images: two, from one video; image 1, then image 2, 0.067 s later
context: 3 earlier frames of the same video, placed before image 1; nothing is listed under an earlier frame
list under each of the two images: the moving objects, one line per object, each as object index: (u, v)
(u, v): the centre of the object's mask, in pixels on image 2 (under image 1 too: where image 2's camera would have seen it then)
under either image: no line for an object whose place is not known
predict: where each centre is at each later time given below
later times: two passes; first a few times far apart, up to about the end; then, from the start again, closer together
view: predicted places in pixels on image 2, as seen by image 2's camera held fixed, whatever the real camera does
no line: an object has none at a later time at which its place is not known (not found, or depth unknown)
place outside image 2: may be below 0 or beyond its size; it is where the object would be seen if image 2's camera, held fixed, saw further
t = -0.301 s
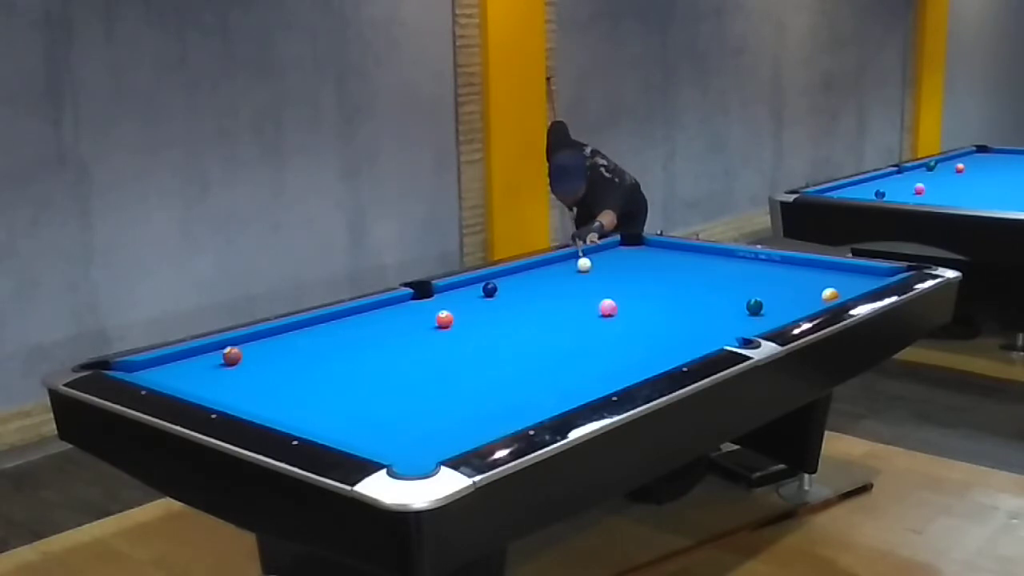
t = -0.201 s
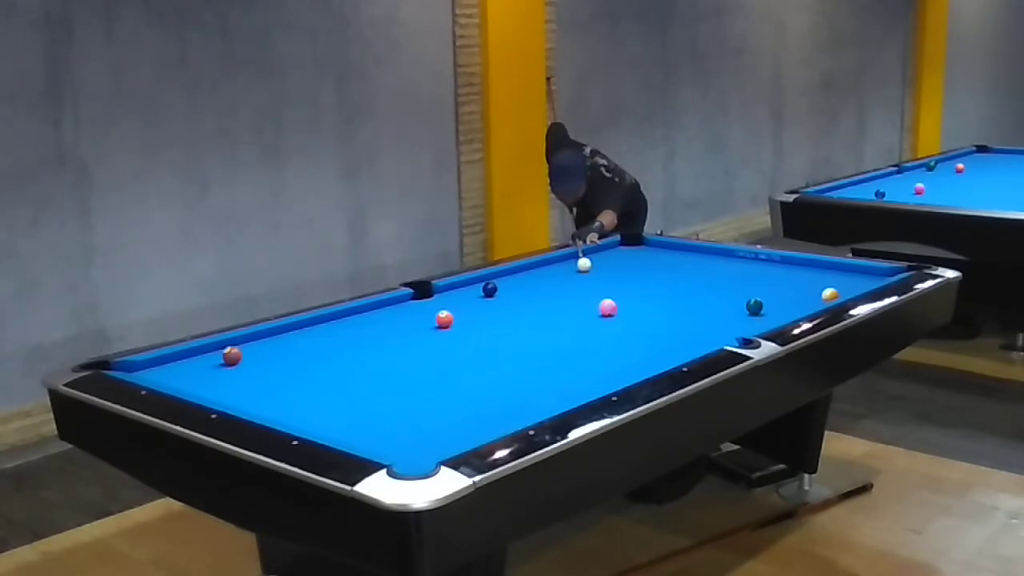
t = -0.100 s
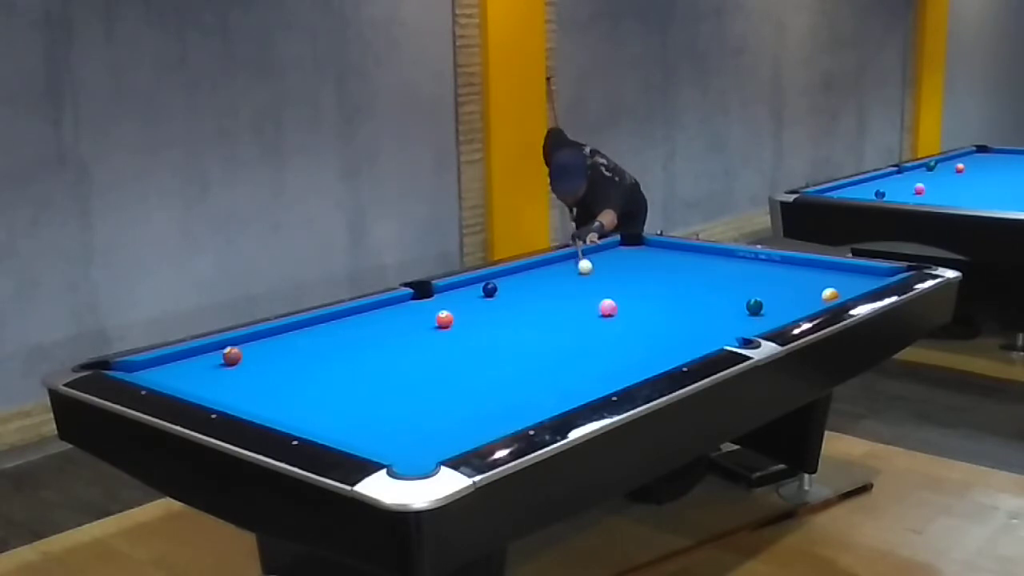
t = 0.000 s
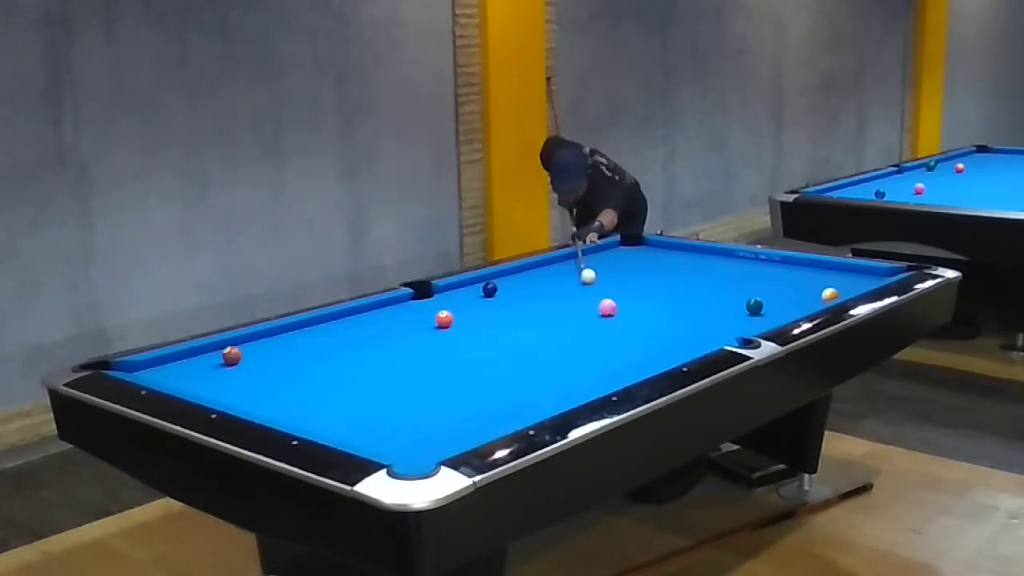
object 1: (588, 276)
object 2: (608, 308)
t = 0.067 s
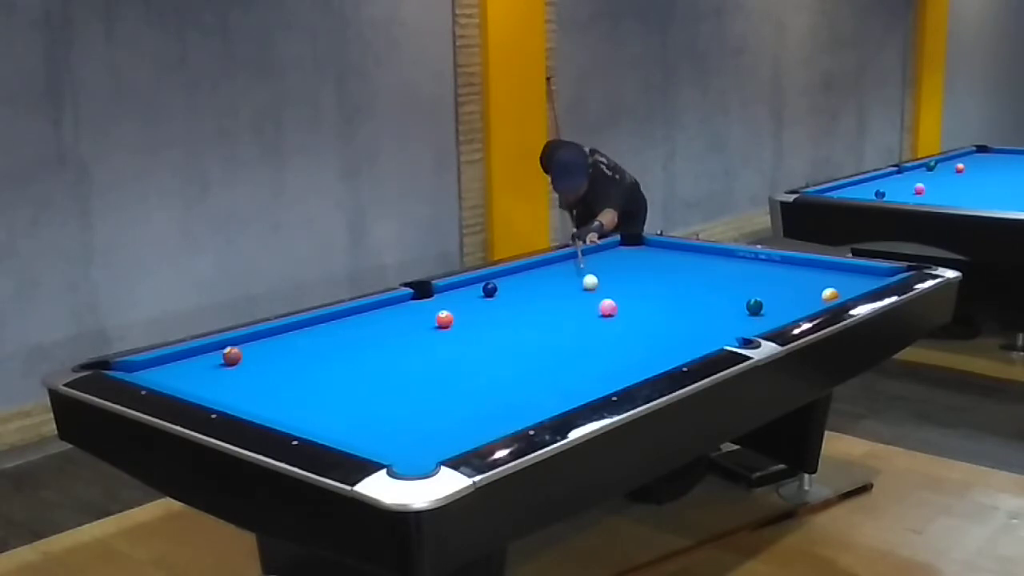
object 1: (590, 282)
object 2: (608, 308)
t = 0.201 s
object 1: (594, 294)
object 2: (607, 308)
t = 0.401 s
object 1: (580, 308)
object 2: (628, 314)
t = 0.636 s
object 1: (547, 320)
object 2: (666, 326)
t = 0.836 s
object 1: (518, 331)
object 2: (698, 336)
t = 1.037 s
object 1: (488, 343)
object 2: (731, 342)
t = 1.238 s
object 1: (455, 355)
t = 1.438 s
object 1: (422, 368)
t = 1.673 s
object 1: (381, 383)
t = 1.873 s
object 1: (343, 398)
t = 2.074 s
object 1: (304, 413)
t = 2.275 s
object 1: (293, 415)
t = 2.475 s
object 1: (310, 409)
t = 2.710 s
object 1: (329, 401)
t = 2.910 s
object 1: (343, 394)
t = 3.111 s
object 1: (356, 389)
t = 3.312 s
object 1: (368, 383)
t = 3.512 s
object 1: (379, 378)
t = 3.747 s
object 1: (391, 373)
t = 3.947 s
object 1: (400, 369)
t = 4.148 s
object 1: (408, 366)
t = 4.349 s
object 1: (416, 362)
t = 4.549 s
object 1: (423, 359)
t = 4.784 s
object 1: (429, 356)
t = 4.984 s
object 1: (434, 354)
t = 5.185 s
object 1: (438, 352)
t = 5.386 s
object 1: (442, 350)
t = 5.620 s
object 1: (446, 349)
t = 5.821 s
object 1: (449, 348)
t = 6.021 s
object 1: (451, 347)
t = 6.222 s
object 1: (453, 347)
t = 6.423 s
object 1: (454, 347)
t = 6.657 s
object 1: (454, 347)
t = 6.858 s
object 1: (454, 347)
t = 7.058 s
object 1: (454, 347)
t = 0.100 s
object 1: (591, 285)
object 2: (608, 308)
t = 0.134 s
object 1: (592, 288)
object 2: (608, 308)
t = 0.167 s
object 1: (593, 291)
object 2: (608, 308)
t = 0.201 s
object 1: (594, 294)
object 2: (607, 308)
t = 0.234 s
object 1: (595, 297)
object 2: (608, 308)
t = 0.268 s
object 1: (595, 300)
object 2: (608, 308)
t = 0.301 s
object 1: (595, 303)
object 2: (609, 308)
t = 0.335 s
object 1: (591, 305)
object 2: (614, 310)
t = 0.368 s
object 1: (585, 307)
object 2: (621, 312)
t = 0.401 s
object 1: (580, 308)
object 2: (628, 314)
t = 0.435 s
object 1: (575, 310)
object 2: (634, 316)
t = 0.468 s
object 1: (571, 312)
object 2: (640, 318)
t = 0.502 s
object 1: (566, 314)
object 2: (645, 320)
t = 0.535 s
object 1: (562, 315)
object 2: (650, 321)
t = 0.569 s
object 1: (557, 317)
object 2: (656, 323)
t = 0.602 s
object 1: (552, 319)
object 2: (661, 324)
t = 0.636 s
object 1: (547, 320)
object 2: (666, 326)
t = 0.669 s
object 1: (543, 322)
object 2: (671, 327)
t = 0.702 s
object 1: (538, 324)
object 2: (677, 329)
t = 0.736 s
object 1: (533, 326)
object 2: (682, 331)
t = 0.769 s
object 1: (528, 328)
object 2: (688, 333)
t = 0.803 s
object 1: (523, 330)
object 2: (693, 334)
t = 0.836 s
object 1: (518, 331)
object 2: (698, 336)
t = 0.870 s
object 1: (513, 333)
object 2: (704, 337)
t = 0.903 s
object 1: (508, 335)
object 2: (709, 338)
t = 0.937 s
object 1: (503, 337)
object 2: (715, 339)
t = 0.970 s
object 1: (498, 339)
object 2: (720, 340)
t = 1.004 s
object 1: (493, 341)
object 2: (726, 341)
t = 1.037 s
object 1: (488, 343)
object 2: (731, 342)
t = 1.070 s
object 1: (482, 345)
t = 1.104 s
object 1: (477, 347)
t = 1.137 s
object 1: (472, 349)
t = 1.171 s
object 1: (466, 351)
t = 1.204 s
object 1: (461, 353)
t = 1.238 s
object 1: (455, 355)
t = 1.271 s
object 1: (450, 357)
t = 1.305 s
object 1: (444, 359)
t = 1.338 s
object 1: (439, 361)
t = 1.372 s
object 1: (433, 364)
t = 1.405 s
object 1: (428, 366)
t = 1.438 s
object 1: (422, 368)
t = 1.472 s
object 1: (416, 370)
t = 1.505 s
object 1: (410, 372)
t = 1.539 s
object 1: (404, 374)
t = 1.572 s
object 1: (399, 377)
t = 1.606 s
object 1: (393, 379)
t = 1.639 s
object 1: (386, 381)
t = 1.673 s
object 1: (381, 383)
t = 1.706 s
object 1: (374, 386)
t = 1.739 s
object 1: (368, 388)
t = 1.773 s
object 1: (362, 390)
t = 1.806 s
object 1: (356, 393)
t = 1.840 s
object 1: (349, 395)
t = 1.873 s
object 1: (343, 398)
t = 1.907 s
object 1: (337, 400)
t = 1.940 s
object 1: (330, 403)
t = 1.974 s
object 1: (324, 405)
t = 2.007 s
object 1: (317, 408)
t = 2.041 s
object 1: (311, 410)
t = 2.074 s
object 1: (304, 413)
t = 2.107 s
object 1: (298, 415)
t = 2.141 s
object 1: (291, 416)
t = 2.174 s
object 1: (285, 417)
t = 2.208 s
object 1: (286, 417)
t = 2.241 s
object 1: (290, 416)
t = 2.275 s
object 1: (293, 415)
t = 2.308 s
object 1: (296, 415)
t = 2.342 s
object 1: (299, 414)
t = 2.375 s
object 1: (302, 413)
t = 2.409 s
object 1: (305, 411)
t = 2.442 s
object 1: (307, 410)
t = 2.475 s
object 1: (310, 409)
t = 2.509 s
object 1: (313, 408)
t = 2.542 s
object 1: (316, 406)
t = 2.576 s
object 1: (318, 405)
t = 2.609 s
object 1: (321, 404)
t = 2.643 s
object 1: (324, 403)
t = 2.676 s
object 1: (326, 402)
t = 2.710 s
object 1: (329, 401)
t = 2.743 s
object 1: (331, 400)
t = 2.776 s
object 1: (334, 399)
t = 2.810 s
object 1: (336, 398)
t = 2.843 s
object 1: (338, 396)
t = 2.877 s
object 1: (341, 396)
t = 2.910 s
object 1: (343, 394)
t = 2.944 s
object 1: (345, 393)
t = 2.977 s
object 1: (347, 392)
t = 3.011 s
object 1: (350, 391)
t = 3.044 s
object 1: (352, 391)
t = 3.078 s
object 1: (354, 390)
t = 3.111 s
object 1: (356, 389)
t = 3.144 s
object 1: (358, 388)
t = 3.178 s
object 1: (360, 387)
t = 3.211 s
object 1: (362, 386)
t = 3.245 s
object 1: (364, 385)
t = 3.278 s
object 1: (366, 384)
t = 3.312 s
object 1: (368, 383)
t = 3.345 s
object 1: (370, 382)
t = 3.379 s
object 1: (372, 381)
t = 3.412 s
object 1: (374, 381)
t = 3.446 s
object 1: (376, 380)
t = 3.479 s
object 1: (377, 379)
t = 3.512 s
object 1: (379, 378)
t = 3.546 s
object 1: (381, 377)
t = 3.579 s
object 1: (382, 377)
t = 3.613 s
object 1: (384, 376)
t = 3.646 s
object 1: (386, 375)
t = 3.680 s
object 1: (387, 375)
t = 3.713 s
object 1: (389, 374)
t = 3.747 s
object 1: (391, 373)
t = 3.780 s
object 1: (392, 372)
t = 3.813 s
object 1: (394, 372)
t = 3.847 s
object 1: (395, 371)
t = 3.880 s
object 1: (397, 371)
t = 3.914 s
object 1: (398, 370)
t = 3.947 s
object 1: (400, 369)
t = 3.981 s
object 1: (401, 369)
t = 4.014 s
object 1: (403, 368)
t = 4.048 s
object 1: (404, 367)
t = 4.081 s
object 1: (405, 367)
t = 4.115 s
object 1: (407, 366)
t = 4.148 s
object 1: (408, 366)
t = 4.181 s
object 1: (410, 365)
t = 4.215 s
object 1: (411, 364)
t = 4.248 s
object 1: (412, 364)
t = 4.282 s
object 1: (413, 364)
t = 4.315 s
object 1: (414, 363)
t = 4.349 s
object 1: (416, 362)
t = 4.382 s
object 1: (418, 361)
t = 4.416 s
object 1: (419, 361)
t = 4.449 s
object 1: (420, 360)
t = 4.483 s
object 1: (421, 360)
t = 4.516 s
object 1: (422, 359)
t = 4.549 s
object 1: (423, 359)
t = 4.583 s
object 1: (424, 359)
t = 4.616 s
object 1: (425, 358)
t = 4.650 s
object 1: (426, 358)
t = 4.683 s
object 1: (427, 357)
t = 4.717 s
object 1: (427, 357)
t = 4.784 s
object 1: (429, 356)
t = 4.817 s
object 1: (430, 356)
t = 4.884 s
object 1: (432, 355)
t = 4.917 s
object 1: (433, 354)
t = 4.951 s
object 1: (434, 354)
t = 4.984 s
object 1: (434, 354)
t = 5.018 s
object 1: (435, 353)
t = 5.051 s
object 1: (436, 353)
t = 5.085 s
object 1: (436, 353)
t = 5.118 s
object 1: (437, 353)
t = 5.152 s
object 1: (437, 352)
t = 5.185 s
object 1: (438, 352)
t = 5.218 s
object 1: (439, 352)
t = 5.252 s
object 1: (440, 351)
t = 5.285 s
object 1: (440, 351)
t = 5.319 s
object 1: (441, 351)
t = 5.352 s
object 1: (442, 350)
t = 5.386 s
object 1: (442, 350)
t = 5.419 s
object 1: (443, 350)
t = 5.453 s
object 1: (443, 350)
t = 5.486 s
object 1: (444, 350)
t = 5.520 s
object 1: (444, 349)
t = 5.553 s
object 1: (445, 349)
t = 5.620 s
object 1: (446, 349)
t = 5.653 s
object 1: (446, 348)
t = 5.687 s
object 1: (446, 348)
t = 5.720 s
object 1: (447, 348)
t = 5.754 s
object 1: (447, 348)
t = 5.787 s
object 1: (448, 348)
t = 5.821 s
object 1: (449, 348)
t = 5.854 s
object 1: (449, 348)
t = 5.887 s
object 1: (449, 348)
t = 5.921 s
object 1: (450, 348)
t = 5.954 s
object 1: (450, 347)
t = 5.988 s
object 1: (450, 347)
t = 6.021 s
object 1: (451, 347)
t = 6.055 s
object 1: (451, 347)
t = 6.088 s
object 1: (451, 347)
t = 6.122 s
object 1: (452, 347)
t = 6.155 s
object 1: (452, 347)
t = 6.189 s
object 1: (452, 347)
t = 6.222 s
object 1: (453, 347)
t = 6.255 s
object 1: (453, 347)
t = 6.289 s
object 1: (453, 347)
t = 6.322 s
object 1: (453, 347)
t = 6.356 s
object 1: (454, 347)
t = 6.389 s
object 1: (454, 347)
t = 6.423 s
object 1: (454, 347)
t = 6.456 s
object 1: (454, 347)
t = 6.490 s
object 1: (454, 347)
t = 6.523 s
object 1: (454, 347)
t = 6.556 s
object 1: (454, 347)
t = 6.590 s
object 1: (454, 346)
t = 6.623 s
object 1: (454, 346)
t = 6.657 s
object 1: (454, 347)
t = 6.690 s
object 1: (454, 347)
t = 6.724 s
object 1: (454, 347)
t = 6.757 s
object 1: (454, 347)
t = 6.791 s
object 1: (454, 347)
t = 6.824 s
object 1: (454, 347)
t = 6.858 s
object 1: (454, 347)
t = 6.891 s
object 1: (454, 347)
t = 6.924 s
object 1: (454, 347)
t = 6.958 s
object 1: (454, 347)
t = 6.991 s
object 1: (454, 347)
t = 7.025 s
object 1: (454, 347)
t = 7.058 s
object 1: (454, 347)
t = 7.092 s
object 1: (454, 347)
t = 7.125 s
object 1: (454, 347)
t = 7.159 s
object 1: (454, 347)
